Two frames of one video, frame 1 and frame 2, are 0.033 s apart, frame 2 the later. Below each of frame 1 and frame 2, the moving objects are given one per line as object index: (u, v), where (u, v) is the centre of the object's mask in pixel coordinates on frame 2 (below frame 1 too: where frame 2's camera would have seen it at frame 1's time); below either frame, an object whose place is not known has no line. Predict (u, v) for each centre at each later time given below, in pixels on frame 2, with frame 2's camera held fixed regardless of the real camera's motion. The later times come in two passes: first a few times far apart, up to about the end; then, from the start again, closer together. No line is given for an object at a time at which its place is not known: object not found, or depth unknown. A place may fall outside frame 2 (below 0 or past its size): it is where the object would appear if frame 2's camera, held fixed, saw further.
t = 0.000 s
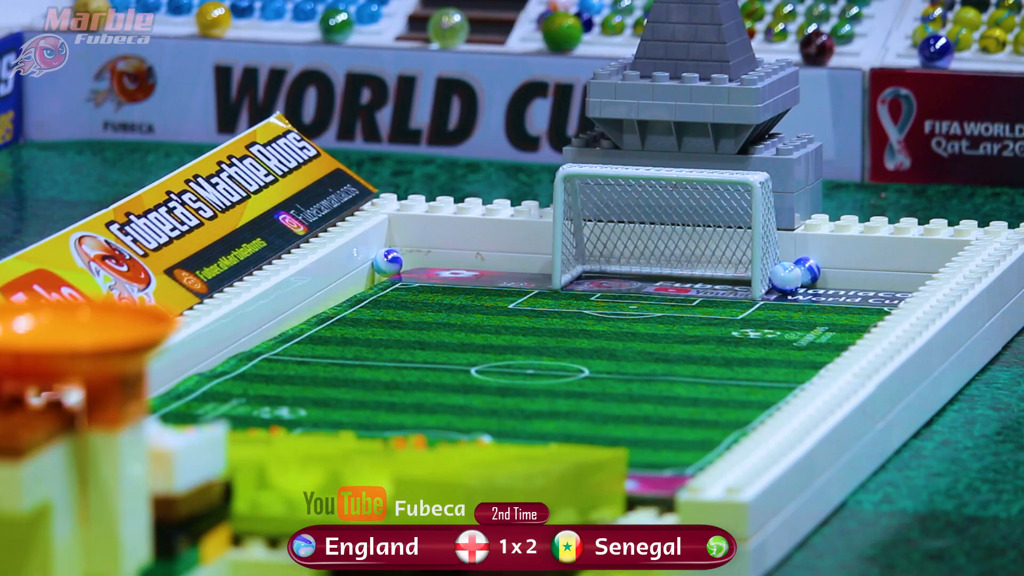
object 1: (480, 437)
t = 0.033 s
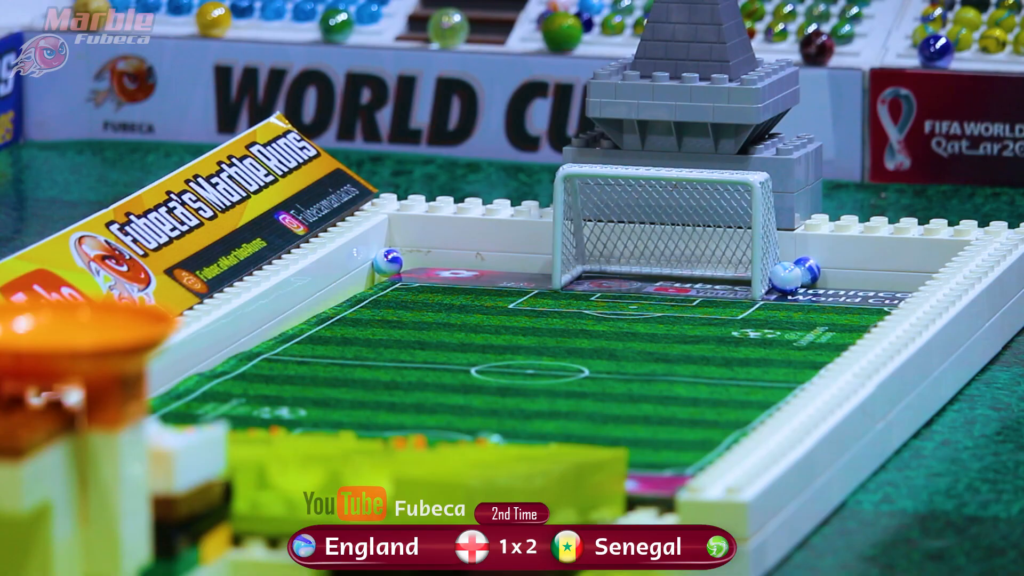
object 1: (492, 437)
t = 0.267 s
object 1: (556, 419)
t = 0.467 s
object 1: (619, 390)
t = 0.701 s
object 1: (697, 357)
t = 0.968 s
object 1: (784, 317)
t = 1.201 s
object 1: (859, 282)
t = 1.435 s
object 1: (880, 279)
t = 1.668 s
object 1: (884, 283)
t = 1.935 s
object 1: (877, 287)
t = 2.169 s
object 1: (875, 289)
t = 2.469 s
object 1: (879, 287)
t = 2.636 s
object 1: (877, 286)
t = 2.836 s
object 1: (870, 283)
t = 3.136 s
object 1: (863, 285)
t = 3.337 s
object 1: (861, 284)
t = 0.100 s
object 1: (507, 433)
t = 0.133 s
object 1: (516, 432)
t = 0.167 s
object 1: (527, 429)
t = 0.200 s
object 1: (536, 426)
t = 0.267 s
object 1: (556, 419)
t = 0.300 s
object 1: (567, 412)
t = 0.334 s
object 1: (576, 407)
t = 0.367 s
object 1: (585, 404)
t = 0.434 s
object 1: (607, 394)
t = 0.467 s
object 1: (619, 390)
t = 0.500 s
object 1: (630, 385)
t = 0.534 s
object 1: (642, 381)
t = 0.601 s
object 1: (663, 368)
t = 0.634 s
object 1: (675, 363)
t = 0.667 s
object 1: (685, 360)
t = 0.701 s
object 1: (697, 357)
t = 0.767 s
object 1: (719, 345)
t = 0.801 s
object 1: (731, 341)
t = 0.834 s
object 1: (741, 336)
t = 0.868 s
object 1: (751, 331)
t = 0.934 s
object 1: (773, 322)
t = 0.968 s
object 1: (784, 317)
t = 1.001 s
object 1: (795, 313)
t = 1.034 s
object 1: (805, 308)
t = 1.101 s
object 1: (828, 298)
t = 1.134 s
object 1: (838, 293)
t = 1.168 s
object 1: (848, 287)
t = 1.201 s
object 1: (859, 282)
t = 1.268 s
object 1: (874, 276)
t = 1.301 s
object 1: (875, 277)
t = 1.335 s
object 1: (876, 277)
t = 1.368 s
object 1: (878, 278)
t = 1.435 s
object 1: (880, 279)
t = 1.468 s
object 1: (881, 280)
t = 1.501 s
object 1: (882, 280)
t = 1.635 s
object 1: (884, 283)
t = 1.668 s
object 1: (884, 283)
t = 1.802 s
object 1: (882, 286)
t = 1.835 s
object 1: (881, 286)
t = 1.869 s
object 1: (880, 286)
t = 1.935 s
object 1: (877, 287)
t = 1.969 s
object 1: (876, 288)
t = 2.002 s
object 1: (875, 288)
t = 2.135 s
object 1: (874, 289)
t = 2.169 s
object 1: (875, 289)
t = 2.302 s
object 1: (877, 288)
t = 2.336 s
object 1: (877, 288)
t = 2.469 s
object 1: (879, 287)
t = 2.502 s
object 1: (879, 286)
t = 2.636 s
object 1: (877, 286)
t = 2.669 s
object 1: (876, 285)
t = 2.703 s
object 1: (875, 285)
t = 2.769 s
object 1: (872, 284)
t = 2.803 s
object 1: (871, 283)
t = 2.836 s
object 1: (870, 283)
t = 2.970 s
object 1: (866, 283)
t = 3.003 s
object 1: (866, 284)
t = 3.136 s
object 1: (863, 285)
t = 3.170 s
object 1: (863, 285)
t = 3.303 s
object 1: (861, 285)
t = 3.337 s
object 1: (861, 284)
